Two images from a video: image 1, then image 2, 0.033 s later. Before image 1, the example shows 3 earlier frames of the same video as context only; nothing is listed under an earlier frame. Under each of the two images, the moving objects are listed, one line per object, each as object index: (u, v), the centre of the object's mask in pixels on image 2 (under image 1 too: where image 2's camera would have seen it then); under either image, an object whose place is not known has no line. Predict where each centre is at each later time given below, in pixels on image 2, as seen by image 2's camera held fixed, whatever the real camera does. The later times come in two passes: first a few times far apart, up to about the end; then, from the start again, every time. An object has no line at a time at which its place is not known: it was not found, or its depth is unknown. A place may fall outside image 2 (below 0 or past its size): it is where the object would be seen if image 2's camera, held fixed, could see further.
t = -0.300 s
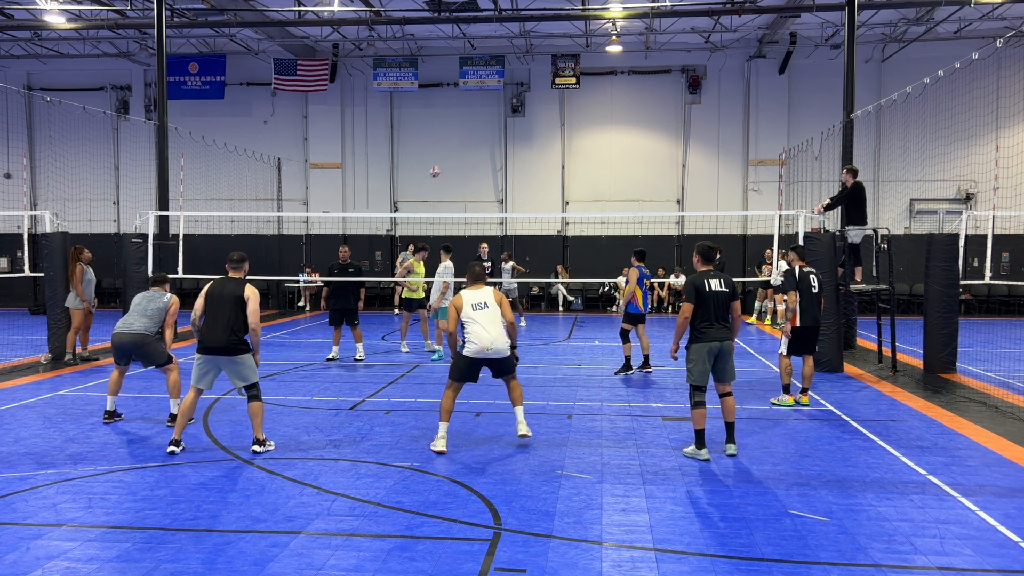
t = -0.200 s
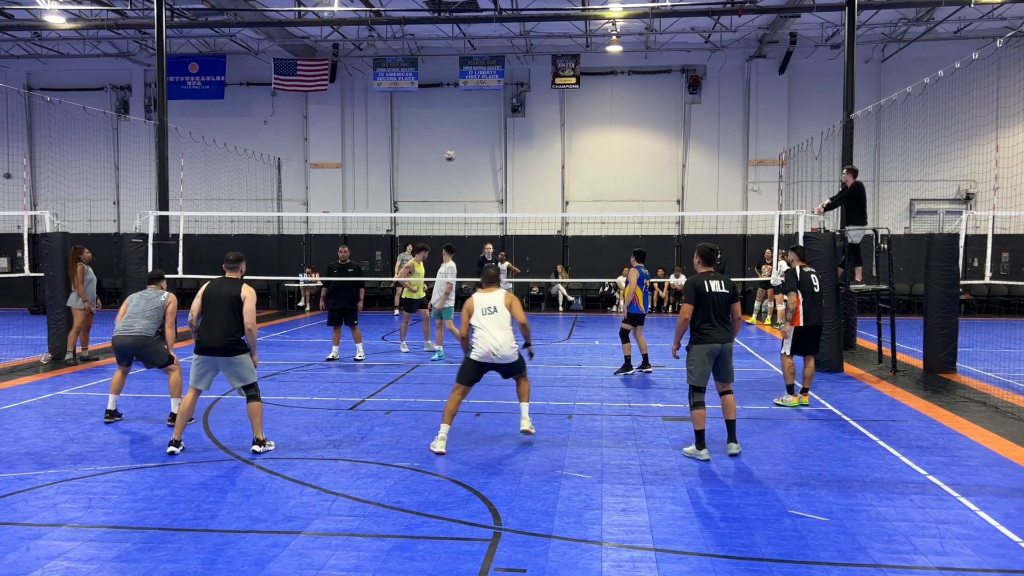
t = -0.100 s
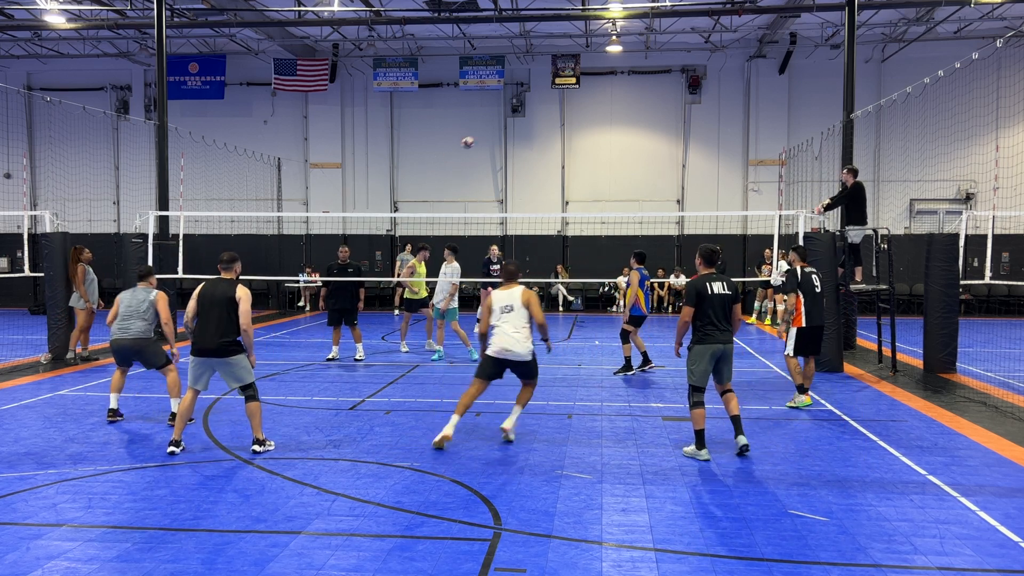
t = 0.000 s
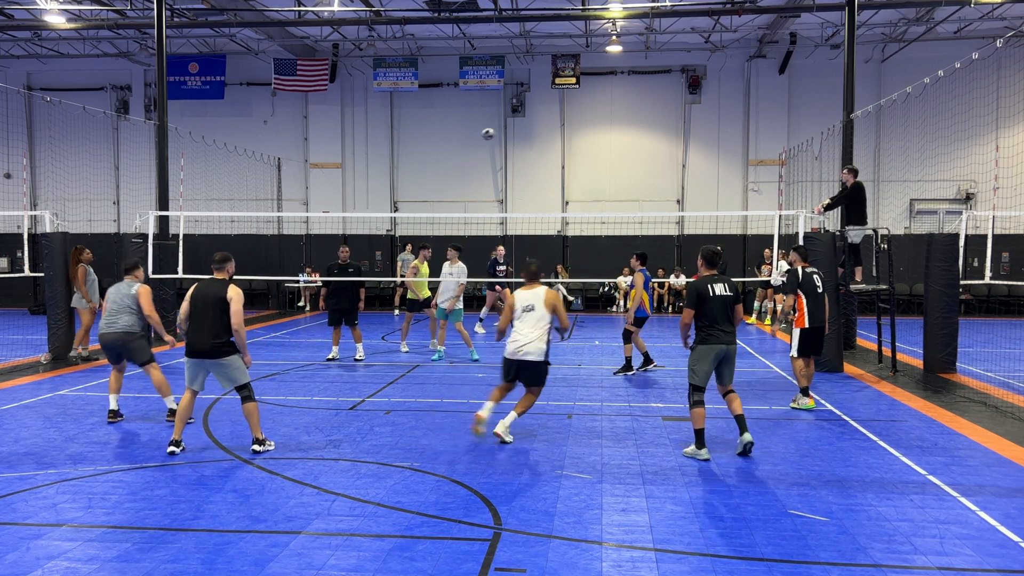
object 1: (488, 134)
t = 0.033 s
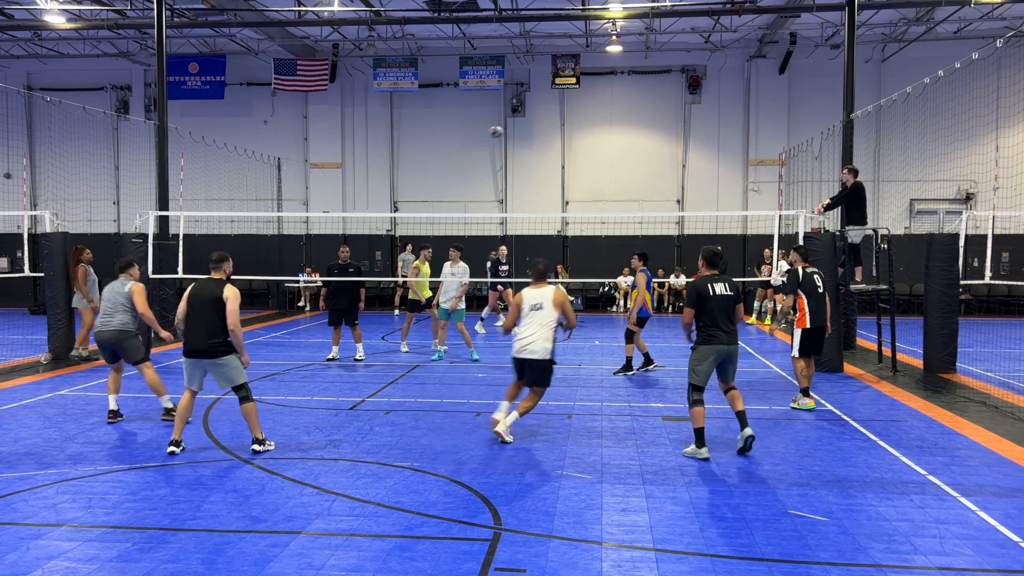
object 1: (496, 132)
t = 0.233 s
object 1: (547, 134)
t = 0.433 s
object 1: (609, 170)
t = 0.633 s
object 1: (695, 249)
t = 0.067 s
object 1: (504, 130)
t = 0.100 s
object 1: (511, 129)
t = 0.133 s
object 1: (521, 129)
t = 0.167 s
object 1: (528, 130)
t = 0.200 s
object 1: (537, 132)
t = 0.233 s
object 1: (547, 134)
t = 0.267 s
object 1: (556, 137)
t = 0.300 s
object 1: (566, 142)
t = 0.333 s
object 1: (576, 147)
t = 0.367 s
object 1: (587, 154)
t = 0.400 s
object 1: (597, 161)
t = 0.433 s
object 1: (609, 170)
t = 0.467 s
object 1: (622, 180)
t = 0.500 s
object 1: (635, 191)
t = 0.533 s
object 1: (648, 204)
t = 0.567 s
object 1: (664, 217)
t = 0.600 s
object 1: (681, 234)
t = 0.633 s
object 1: (695, 249)
